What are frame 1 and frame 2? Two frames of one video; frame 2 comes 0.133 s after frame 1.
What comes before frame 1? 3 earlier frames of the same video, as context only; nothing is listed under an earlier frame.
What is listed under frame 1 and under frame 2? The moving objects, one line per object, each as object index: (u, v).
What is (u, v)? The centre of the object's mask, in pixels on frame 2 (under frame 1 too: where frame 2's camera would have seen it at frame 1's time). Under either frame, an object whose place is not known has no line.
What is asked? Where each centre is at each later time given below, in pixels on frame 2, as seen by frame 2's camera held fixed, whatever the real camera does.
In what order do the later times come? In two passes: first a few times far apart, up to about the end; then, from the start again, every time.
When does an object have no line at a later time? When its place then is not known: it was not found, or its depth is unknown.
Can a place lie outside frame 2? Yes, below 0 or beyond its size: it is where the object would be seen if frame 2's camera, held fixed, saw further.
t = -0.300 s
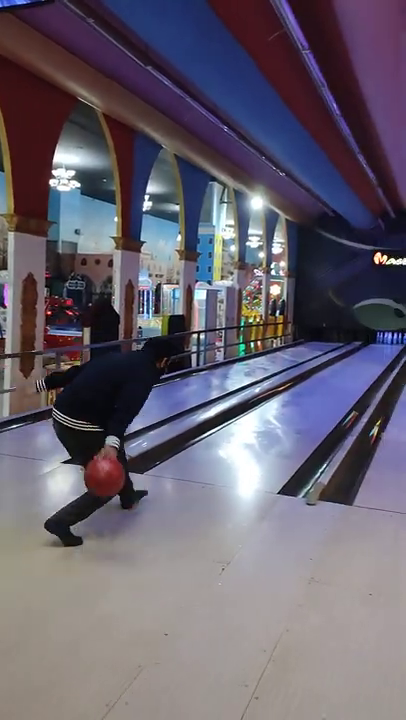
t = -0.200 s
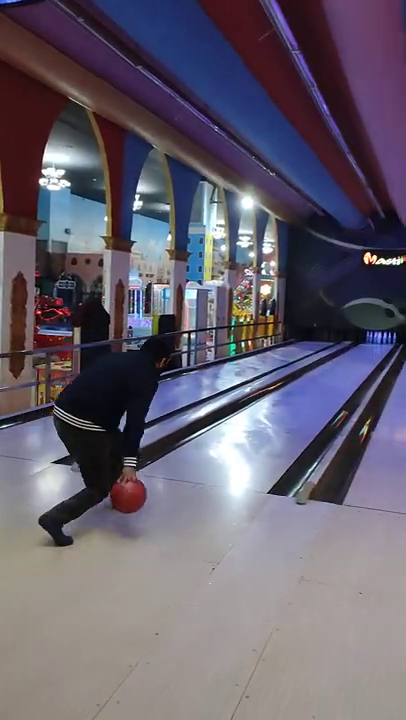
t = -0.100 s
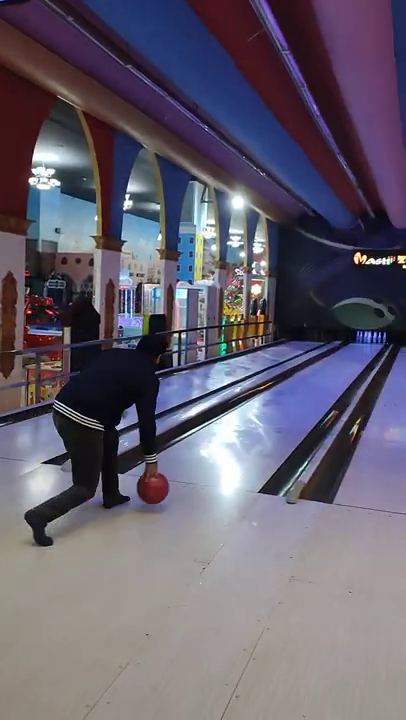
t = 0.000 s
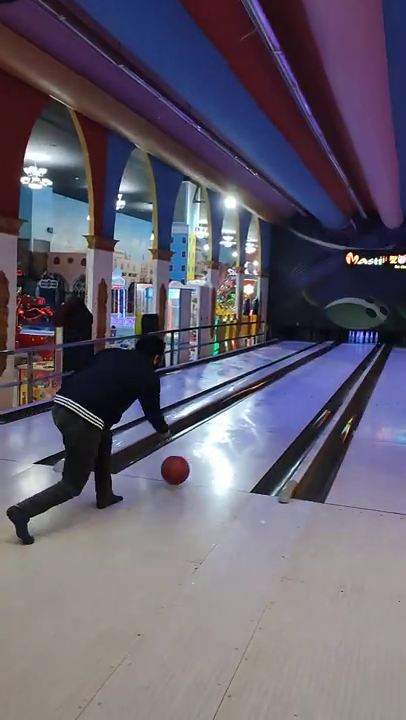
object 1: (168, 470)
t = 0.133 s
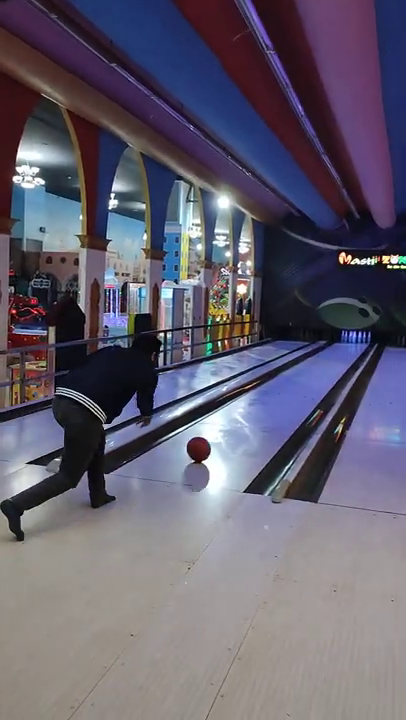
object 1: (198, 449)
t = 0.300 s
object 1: (226, 429)
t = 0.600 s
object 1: (259, 405)
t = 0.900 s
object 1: (280, 389)
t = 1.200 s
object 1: (295, 378)
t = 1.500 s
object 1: (306, 370)
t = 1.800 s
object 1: (314, 364)
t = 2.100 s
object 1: (321, 359)
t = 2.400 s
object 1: (326, 355)
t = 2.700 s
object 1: (331, 352)
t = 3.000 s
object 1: (336, 348)
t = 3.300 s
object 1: (339, 345)
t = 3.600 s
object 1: (343, 343)
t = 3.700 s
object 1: (343, 343)
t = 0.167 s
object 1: (205, 444)
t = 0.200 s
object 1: (211, 440)
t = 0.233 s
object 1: (216, 436)
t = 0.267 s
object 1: (222, 432)
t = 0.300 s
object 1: (226, 429)
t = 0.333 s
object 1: (231, 425)
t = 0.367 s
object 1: (235, 422)
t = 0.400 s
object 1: (239, 419)
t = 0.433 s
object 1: (243, 416)
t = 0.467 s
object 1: (246, 413)
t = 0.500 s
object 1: (250, 411)
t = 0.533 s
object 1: (253, 409)
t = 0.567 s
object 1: (256, 407)
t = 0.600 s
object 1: (259, 405)
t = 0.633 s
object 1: (262, 403)
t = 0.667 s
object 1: (265, 400)
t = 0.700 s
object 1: (267, 399)
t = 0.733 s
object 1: (269, 397)
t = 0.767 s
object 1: (271, 395)
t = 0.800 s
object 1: (274, 393)
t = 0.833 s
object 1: (276, 392)
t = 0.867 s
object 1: (278, 390)
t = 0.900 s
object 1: (280, 389)
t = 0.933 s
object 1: (282, 388)
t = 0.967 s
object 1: (284, 386)
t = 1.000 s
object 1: (286, 385)
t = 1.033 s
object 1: (287, 384)
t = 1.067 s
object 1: (289, 382)
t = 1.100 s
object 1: (290, 381)
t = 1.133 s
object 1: (292, 380)
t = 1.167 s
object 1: (293, 379)
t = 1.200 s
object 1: (295, 378)
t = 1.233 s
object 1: (296, 377)
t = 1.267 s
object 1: (297, 376)
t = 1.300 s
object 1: (299, 375)
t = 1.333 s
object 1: (300, 374)
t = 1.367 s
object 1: (301, 373)
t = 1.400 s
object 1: (303, 372)
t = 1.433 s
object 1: (304, 372)
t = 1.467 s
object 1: (305, 371)
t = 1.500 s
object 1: (306, 370)
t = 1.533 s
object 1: (307, 369)
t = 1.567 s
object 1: (308, 368)
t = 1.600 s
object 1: (309, 368)
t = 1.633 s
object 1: (310, 367)
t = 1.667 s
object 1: (311, 366)
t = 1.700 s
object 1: (311, 366)
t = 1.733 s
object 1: (312, 365)
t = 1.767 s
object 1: (313, 365)
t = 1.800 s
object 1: (314, 364)
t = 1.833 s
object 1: (315, 364)
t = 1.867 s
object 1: (315, 363)
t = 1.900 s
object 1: (316, 362)
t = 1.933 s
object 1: (317, 362)
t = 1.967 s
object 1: (318, 361)
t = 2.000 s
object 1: (318, 361)
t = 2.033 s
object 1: (319, 360)
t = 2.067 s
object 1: (320, 360)
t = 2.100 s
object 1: (321, 359)
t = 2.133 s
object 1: (321, 359)
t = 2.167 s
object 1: (322, 358)
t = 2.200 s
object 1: (323, 358)
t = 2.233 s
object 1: (323, 357)
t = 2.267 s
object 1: (324, 357)
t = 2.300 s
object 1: (324, 357)
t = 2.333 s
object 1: (325, 356)
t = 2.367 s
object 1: (326, 356)
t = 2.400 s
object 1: (326, 355)
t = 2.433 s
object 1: (327, 355)
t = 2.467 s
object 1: (327, 355)
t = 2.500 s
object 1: (328, 354)
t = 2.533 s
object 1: (329, 354)
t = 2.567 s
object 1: (329, 353)
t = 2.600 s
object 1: (330, 353)
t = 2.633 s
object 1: (330, 352)
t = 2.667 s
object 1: (331, 352)
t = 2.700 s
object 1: (331, 352)
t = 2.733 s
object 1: (332, 351)
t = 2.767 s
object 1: (332, 351)
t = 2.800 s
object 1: (332, 350)
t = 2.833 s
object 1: (333, 350)
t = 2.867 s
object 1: (334, 349)
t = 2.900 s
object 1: (334, 349)
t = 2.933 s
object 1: (335, 349)
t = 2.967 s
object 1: (335, 348)
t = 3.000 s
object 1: (336, 348)
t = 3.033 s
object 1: (336, 348)
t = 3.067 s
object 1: (337, 347)
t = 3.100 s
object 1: (337, 347)
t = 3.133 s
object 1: (338, 347)
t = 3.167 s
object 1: (338, 346)
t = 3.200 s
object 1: (338, 346)
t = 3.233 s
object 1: (338, 346)
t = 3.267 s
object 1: (339, 346)
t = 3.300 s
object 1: (339, 345)
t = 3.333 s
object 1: (340, 345)
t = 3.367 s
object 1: (340, 345)
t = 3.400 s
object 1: (341, 344)
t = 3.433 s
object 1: (341, 344)
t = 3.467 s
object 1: (342, 344)
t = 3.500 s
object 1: (342, 344)
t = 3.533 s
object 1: (342, 344)
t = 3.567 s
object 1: (343, 343)
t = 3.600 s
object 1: (343, 343)
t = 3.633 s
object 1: (343, 343)
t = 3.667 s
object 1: (344, 343)
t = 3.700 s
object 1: (343, 343)
